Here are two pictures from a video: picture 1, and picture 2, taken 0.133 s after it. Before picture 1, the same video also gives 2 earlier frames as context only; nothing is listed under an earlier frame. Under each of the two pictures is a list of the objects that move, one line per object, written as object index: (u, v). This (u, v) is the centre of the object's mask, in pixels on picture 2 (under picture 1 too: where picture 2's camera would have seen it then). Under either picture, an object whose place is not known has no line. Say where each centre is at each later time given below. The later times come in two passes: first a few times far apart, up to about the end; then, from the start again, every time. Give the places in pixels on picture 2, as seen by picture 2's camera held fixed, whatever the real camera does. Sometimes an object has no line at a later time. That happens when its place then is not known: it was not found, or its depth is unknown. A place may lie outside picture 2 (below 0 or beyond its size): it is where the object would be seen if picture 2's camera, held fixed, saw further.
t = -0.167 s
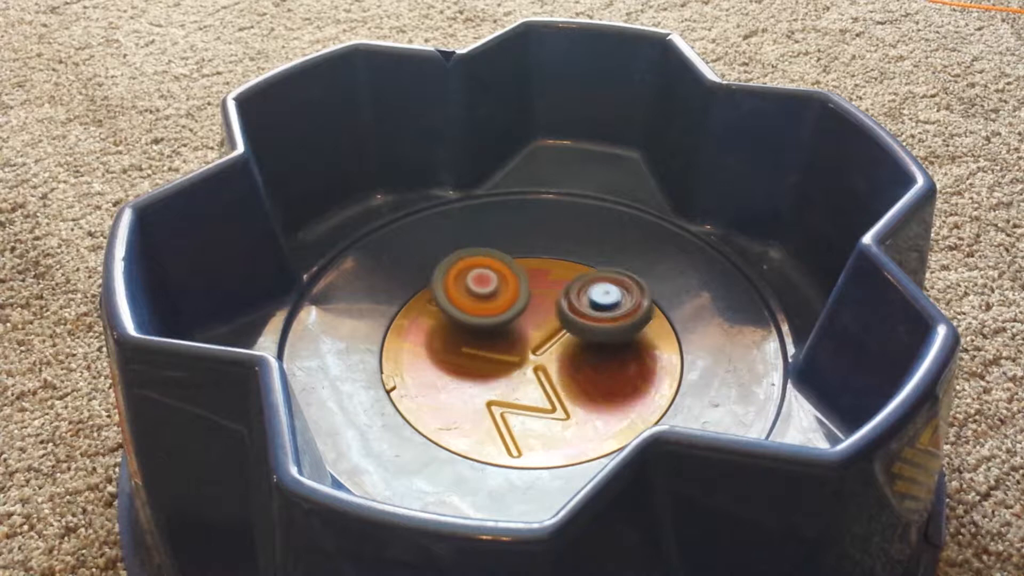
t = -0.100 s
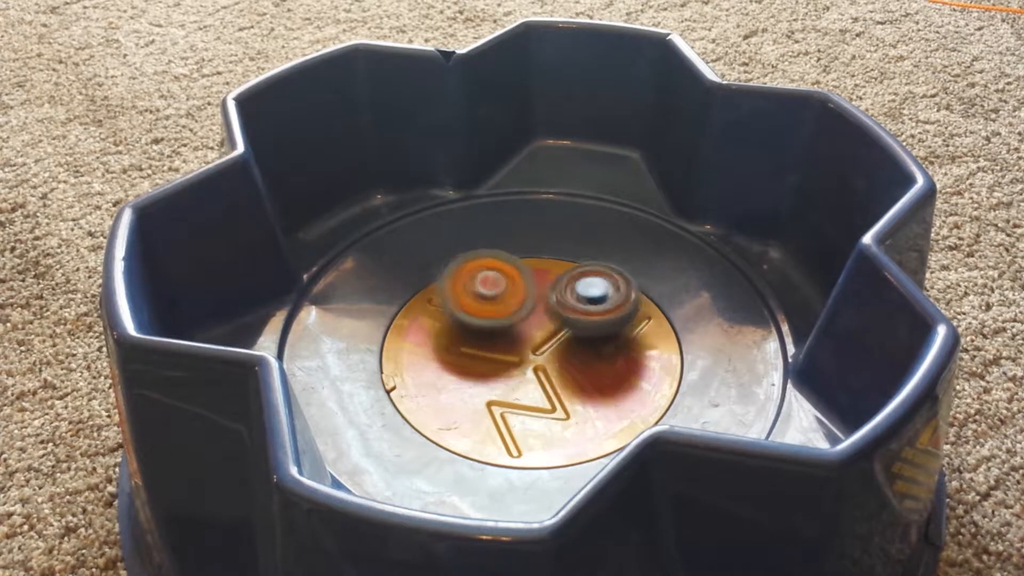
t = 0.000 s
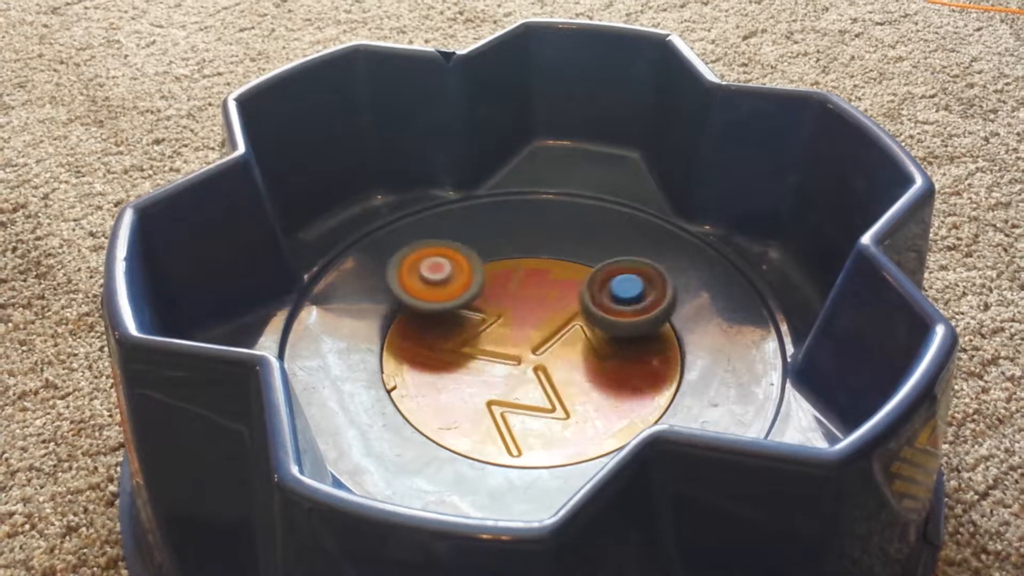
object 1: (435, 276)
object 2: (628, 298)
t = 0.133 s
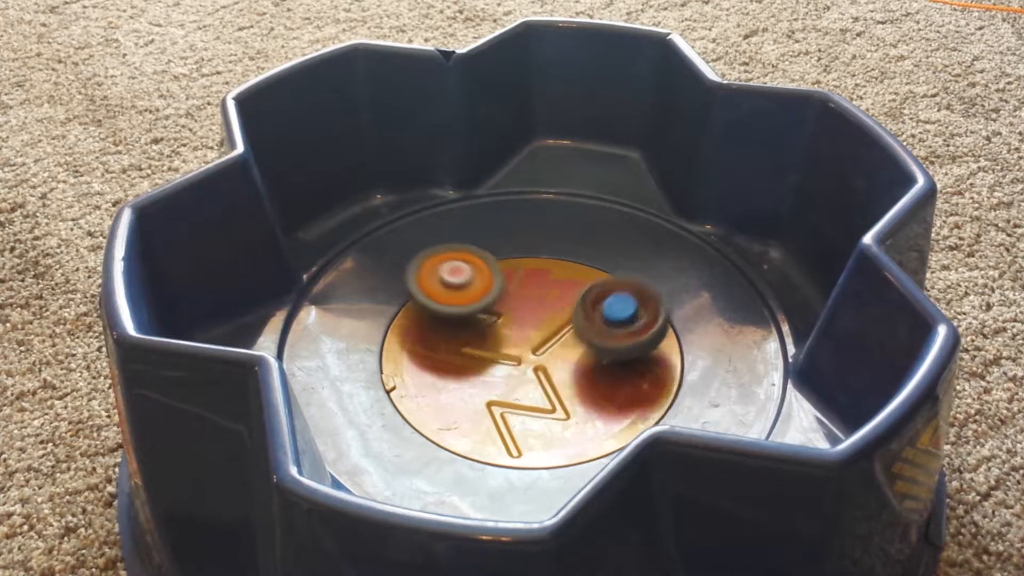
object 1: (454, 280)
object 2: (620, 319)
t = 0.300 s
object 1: (494, 292)
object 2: (602, 339)
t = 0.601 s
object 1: (491, 291)
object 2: (578, 359)
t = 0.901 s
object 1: (446, 258)
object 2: (567, 393)
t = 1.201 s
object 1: (433, 308)
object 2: (541, 352)
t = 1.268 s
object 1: (428, 312)
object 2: (545, 346)
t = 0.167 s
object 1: (463, 282)
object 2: (612, 326)
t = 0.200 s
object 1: (475, 285)
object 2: (601, 330)
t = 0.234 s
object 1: (482, 288)
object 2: (597, 331)
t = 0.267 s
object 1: (489, 291)
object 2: (599, 335)
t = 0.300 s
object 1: (494, 292)
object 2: (602, 339)
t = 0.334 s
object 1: (494, 289)
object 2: (603, 341)
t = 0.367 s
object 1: (489, 290)
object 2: (603, 344)
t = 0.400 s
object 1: (487, 293)
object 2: (602, 347)
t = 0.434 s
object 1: (489, 295)
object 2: (600, 350)
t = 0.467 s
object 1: (489, 293)
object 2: (597, 352)
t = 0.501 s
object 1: (490, 291)
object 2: (593, 354)
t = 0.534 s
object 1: (491, 292)
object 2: (588, 355)
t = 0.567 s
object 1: (491, 291)
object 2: (583, 358)
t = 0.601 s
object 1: (491, 291)
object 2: (578, 359)
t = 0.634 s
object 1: (491, 289)
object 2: (571, 360)
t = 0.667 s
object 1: (486, 289)
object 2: (565, 361)
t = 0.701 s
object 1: (484, 294)
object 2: (558, 361)
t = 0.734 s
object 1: (483, 298)
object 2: (547, 360)
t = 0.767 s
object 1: (481, 294)
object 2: (544, 364)
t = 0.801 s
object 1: (469, 275)
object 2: (558, 377)
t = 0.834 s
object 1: (458, 264)
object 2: (567, 386)
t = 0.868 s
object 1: (451, 257)
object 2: (567, 391)
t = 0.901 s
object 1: (446, 258)
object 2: (567, 393)
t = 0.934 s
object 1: (441, 261)
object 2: (567, 394)
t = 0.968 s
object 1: (436, 265)
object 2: (566, 393)
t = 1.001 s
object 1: (432, 271)
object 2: (565, 392)
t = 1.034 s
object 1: (433, 279)
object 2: (562, 390)
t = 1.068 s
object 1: (434, 286)
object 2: (561, 386)
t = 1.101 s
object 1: (433, 292)
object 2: (563, 380)
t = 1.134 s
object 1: (432, 297)
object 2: (555, 371)
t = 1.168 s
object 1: (432, 302)
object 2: (546, 361)
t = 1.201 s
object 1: (433, 308)
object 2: (541, 352)
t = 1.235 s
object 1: (434, 312)
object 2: (536, 347)
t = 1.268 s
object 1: (428, 312)
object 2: (545, 346)
